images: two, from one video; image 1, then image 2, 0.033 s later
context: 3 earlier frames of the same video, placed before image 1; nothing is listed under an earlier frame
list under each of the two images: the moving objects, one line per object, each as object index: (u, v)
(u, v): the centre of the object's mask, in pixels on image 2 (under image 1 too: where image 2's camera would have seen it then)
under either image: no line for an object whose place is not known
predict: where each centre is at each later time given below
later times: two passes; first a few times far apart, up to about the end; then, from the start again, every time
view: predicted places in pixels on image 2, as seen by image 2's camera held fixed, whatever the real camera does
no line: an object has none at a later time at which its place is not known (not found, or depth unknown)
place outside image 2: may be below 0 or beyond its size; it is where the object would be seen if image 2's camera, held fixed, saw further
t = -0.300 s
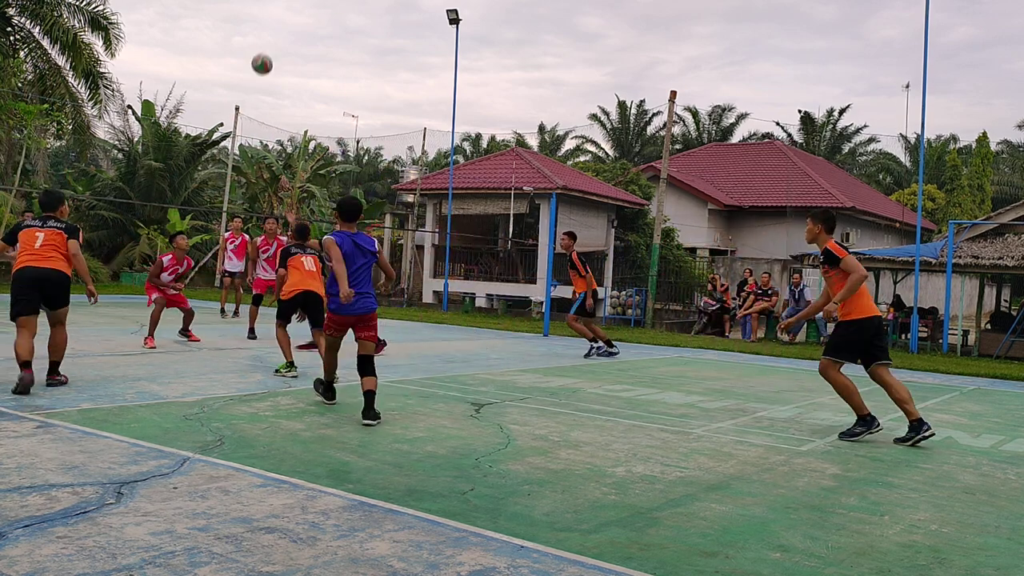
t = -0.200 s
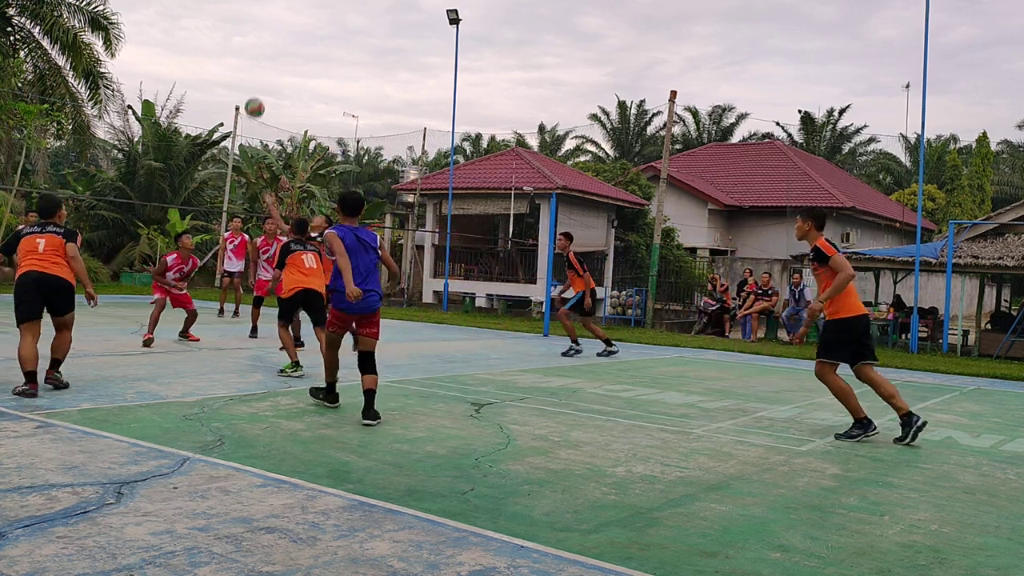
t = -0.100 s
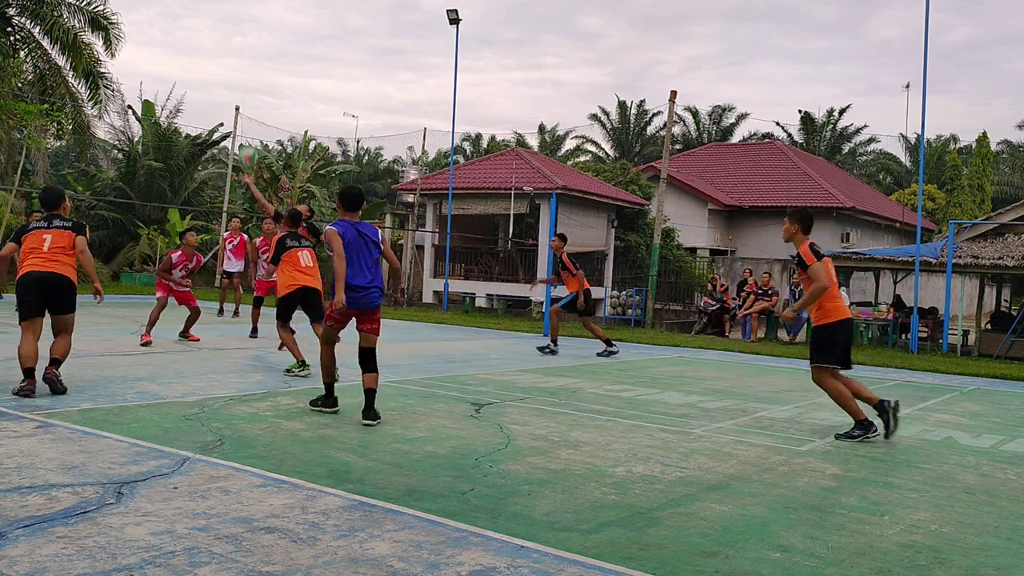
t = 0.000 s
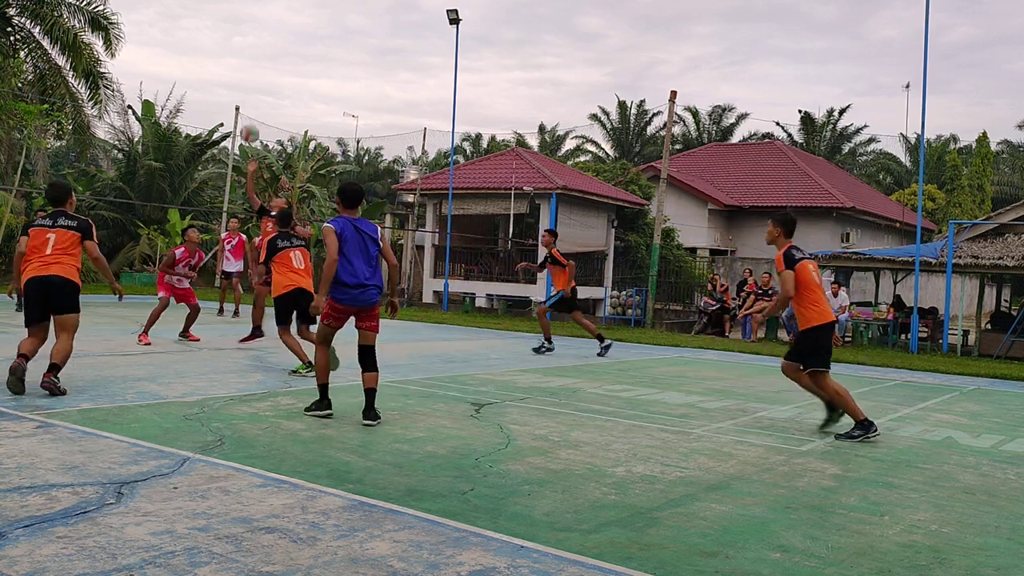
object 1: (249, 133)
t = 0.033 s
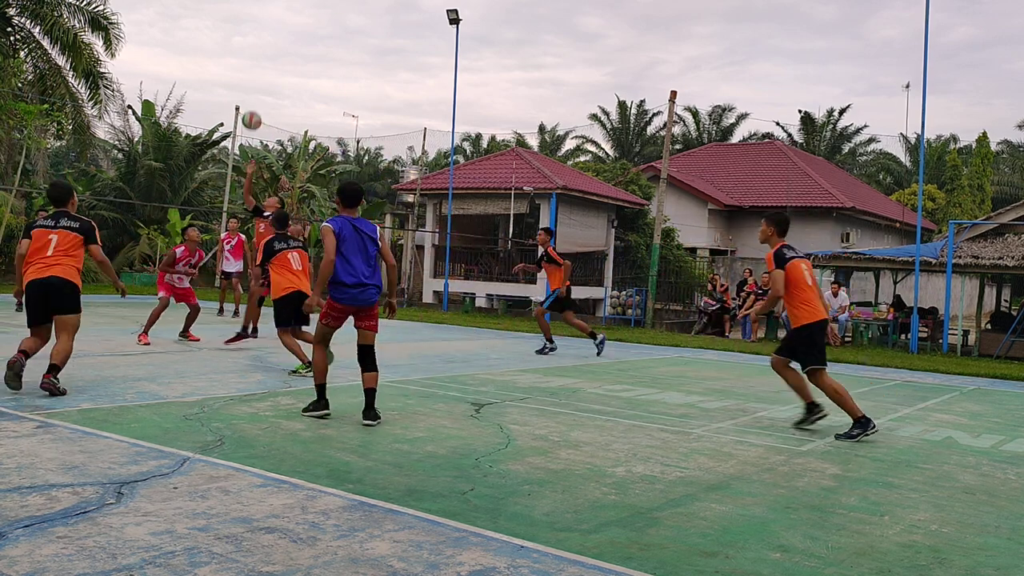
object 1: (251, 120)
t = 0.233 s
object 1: (263, 58)
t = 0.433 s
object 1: (275, 30)
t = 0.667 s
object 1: (289, 45)
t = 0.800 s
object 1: (297, 81)
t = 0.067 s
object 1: (253, 108)
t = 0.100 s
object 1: (255, 96)
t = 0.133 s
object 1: (257, 86)
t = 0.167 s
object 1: (259, 75)
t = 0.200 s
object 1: (261, 66)
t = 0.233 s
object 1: (263, 58)
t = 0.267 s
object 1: (265, 51)
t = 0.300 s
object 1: (267, 45)
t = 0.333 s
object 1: (269, 40)
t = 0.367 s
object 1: (271, 35)
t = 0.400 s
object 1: (273, 32)
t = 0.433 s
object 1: (275, 30)
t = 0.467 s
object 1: (277, 28)
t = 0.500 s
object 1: (279, 28)
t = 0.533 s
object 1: (281, 29)
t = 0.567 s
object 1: (283, 31)
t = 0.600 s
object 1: (285, 35)
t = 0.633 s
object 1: (287, 39)
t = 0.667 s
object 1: (289, 45)
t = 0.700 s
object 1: (291, 52)
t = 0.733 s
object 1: (293, 60)
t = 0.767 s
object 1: (295, 70)
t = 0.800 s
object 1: (297, 81)
